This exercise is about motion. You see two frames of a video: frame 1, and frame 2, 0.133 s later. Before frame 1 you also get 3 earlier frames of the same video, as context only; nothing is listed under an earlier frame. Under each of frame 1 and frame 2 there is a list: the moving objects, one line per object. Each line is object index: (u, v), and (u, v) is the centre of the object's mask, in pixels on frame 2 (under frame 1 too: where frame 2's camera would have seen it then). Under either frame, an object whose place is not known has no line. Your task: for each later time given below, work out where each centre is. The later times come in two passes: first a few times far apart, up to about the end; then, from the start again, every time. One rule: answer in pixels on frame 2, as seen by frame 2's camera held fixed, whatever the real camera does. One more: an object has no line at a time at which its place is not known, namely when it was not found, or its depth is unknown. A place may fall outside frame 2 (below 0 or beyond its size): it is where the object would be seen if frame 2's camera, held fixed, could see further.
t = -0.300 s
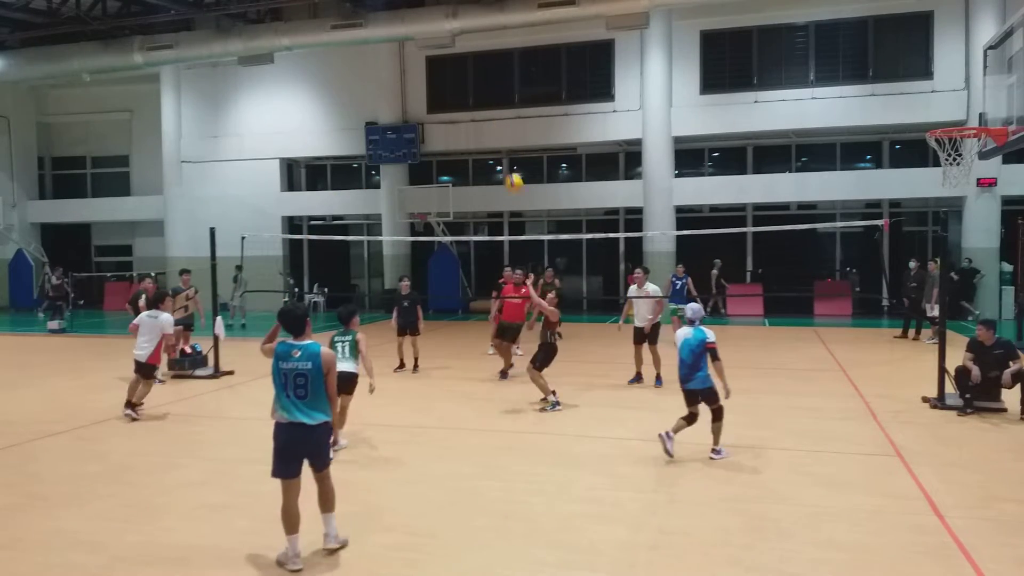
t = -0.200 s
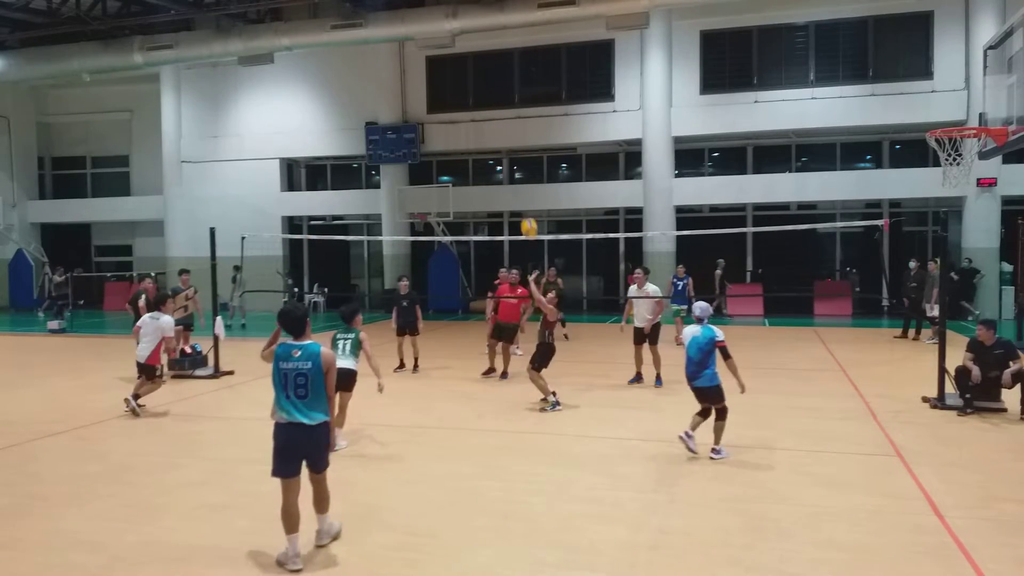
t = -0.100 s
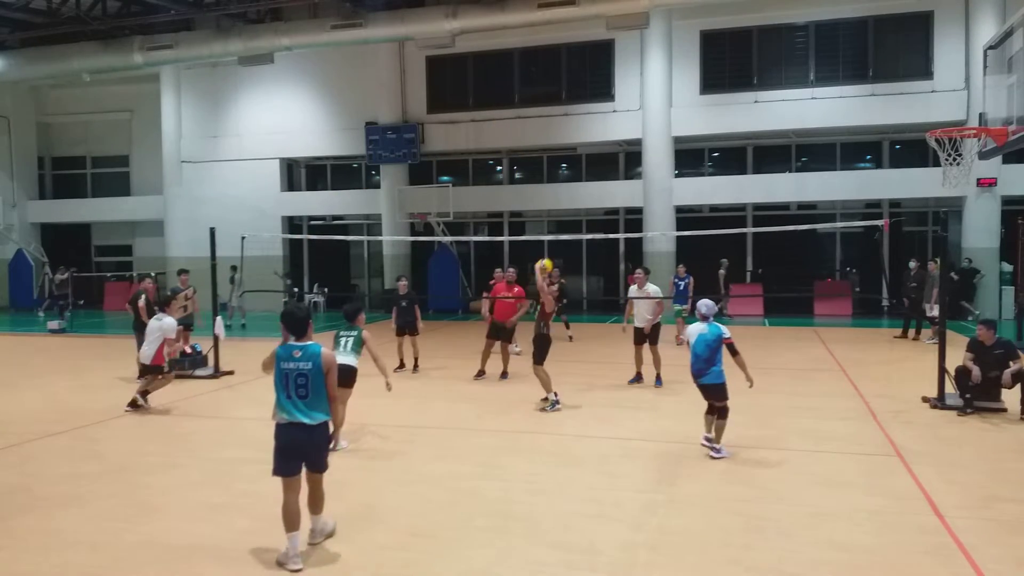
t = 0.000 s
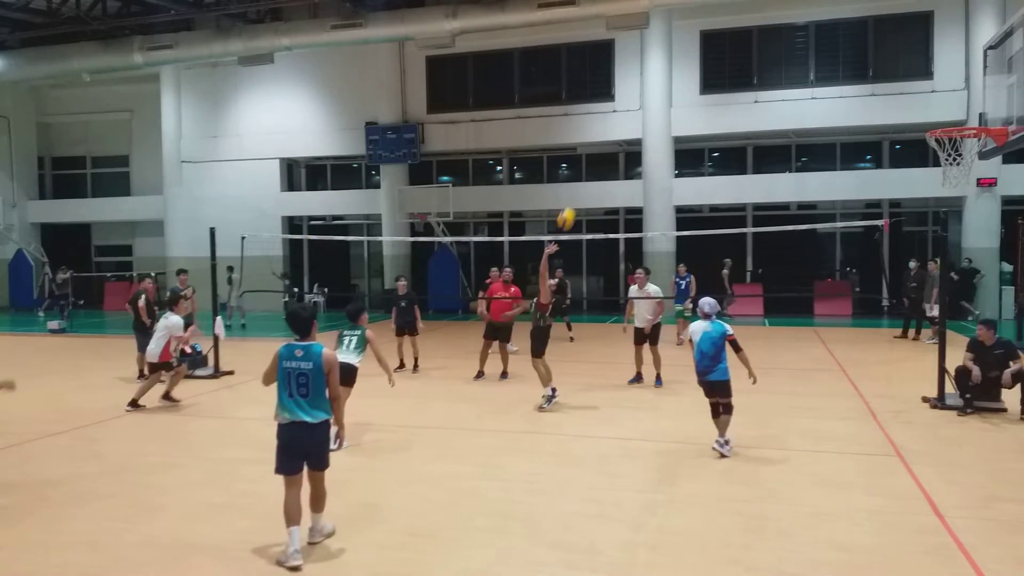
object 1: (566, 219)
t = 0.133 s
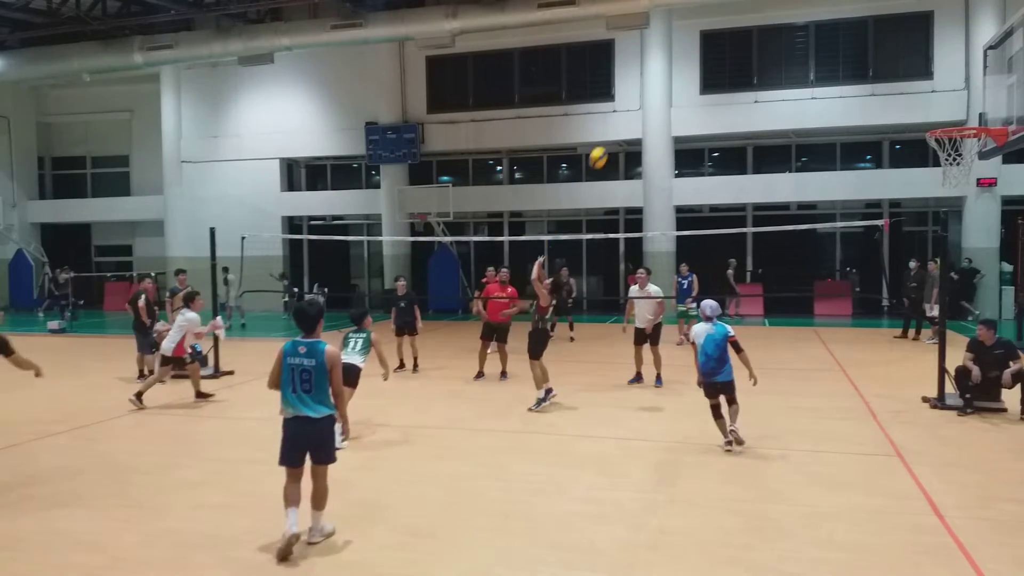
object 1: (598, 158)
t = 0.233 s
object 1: (620, 121)
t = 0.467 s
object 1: (671, 70)
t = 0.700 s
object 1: (721, 64)
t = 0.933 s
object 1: (769, 101)
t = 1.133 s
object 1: (809, 164)
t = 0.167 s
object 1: (605, 145)
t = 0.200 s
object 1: (613, 133)
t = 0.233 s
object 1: (620, 121)
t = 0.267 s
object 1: (627, 111)
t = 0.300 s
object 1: (635, 102)
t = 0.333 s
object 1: (642, 95)
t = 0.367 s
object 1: (649, 87)
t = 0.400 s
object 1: (657, 80)
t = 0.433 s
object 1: (664, 75)
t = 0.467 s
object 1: (671, 70)
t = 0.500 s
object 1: (678, 67)
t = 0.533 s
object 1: (685, 64)
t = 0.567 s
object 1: (693, 62)
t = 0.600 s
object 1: (700, 61)
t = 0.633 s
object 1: (707, 61)
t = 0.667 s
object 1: (714, 62)
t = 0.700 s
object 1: (721, 64)
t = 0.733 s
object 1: (728, 66)
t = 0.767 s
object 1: (735, 70)
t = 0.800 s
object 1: (742, 74)
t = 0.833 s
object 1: (749, 80)
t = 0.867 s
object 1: (756, 85)
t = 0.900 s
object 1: (763, 92)
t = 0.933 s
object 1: (769, 101)
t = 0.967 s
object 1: (776, 109)
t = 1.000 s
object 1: (782, 119)
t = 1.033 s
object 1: (790, 130)
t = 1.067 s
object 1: (796, 140)
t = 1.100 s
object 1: (803, 152)
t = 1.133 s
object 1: (809, 164)
